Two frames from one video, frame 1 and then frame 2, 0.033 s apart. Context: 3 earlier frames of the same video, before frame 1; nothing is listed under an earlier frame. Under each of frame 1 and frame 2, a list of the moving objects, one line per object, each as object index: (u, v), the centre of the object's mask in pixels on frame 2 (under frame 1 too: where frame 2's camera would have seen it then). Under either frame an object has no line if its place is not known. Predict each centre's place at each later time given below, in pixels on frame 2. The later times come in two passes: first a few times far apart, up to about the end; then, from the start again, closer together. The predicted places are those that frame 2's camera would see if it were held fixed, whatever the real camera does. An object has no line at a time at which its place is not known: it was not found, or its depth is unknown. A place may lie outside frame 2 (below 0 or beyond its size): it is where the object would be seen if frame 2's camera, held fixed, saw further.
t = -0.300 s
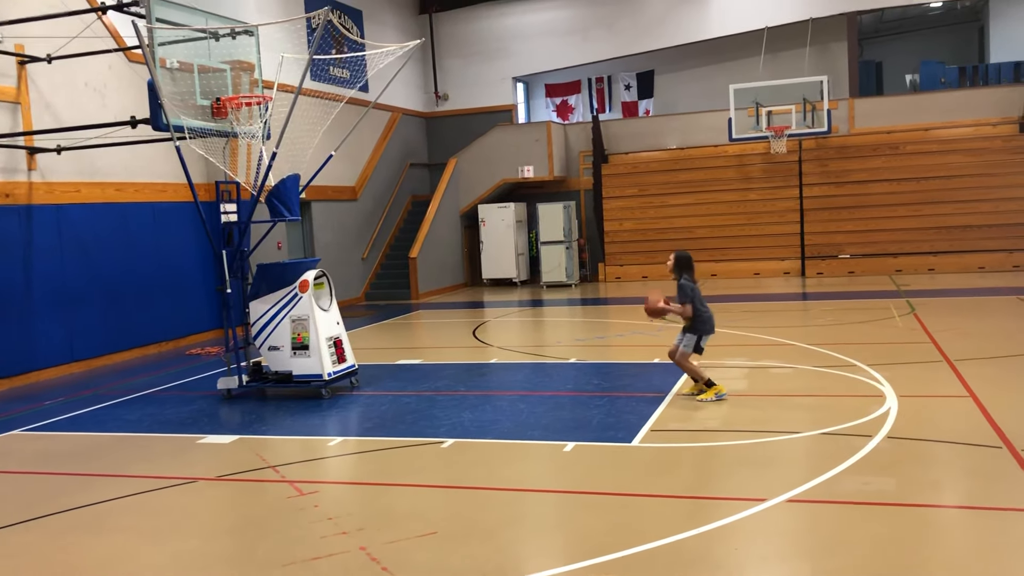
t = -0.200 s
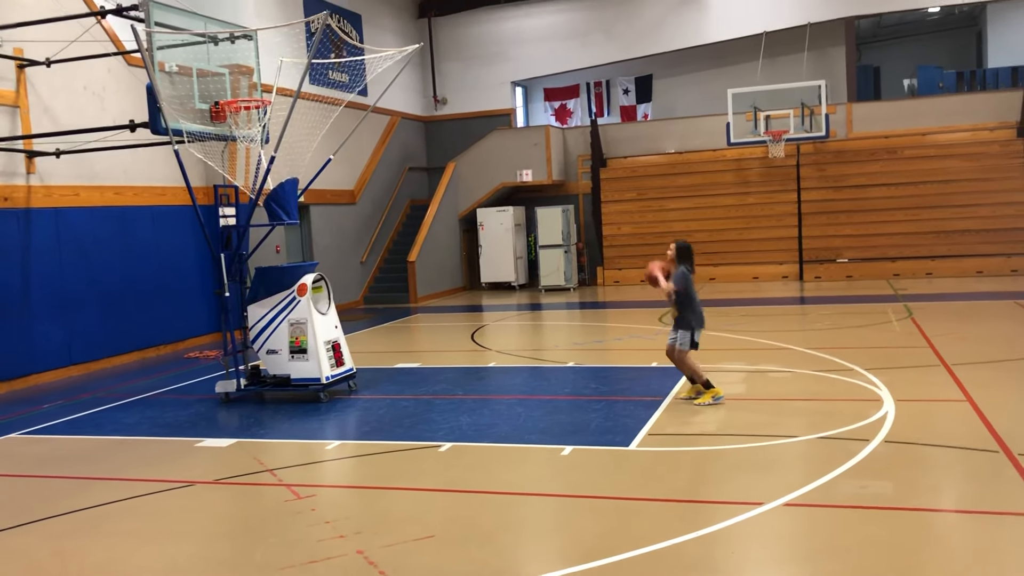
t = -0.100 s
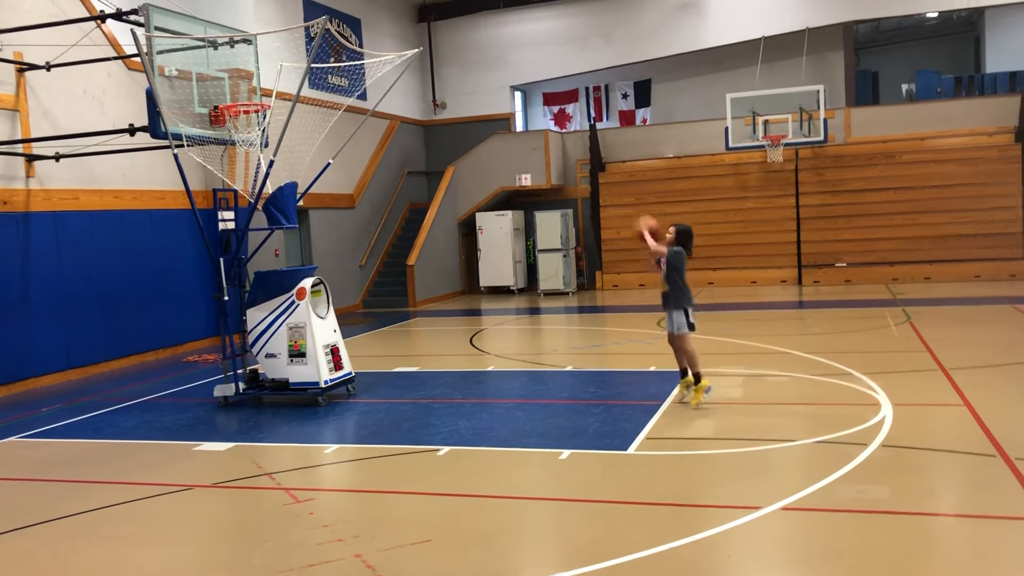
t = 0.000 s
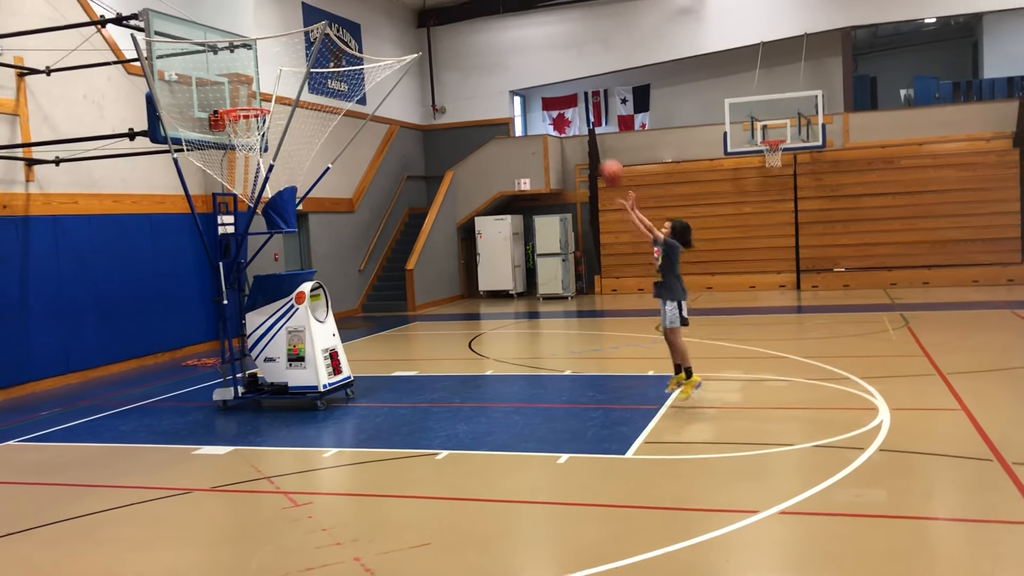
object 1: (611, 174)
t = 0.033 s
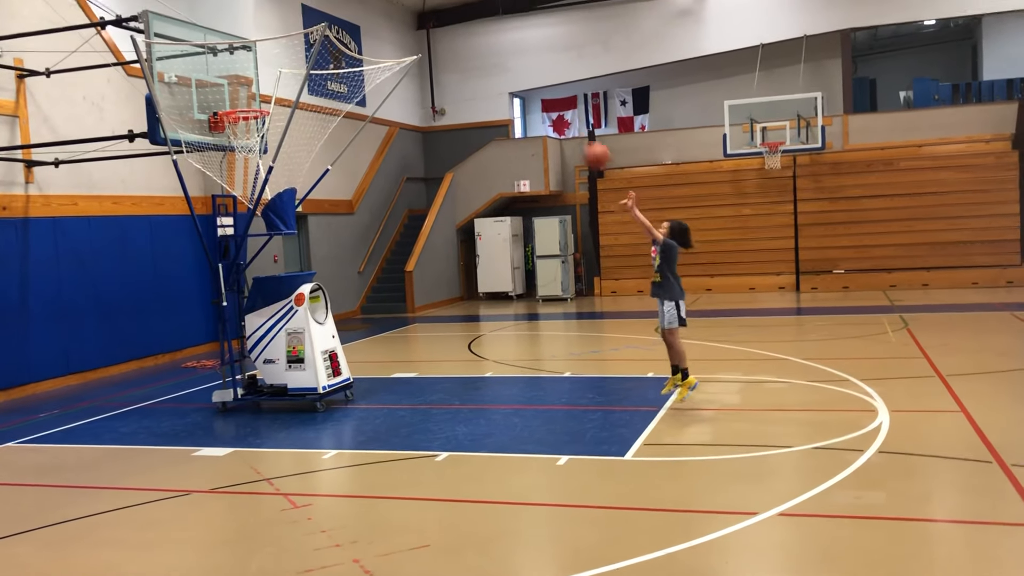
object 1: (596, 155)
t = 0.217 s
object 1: (514, 71)
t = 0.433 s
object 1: (425, 19)
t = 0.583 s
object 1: (370, 12)
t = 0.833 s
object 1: (276, 52)
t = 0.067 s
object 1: (582, 138)
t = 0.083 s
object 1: (574, 129)
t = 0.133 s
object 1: (551, 105)
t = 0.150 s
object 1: (545, 99)
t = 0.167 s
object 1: (536, 89)
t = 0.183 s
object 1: (529, 83)
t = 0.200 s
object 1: (522, 77)
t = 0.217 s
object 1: (514, 71)
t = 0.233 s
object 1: (507, 65)
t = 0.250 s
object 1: (500, 60)
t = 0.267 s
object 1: (493, 55)
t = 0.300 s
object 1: (479, 45)
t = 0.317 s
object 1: (472, 40)
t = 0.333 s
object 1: (465, 36)
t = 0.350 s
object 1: (458, 32)
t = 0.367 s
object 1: (451, 29)
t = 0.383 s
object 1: (444, 26)
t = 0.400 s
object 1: (438, 23)
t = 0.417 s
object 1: (431, 21)
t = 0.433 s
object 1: (425, 19)
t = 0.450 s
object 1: (419, 17)
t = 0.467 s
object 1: (413, 15)
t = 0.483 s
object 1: (407, 14)
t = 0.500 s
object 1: (401, 12)
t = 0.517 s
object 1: (395, 12)
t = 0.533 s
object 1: (389, 11)
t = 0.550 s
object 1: (382, 11)
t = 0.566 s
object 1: (376, 11)
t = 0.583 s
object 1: (370, 12)
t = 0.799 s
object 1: (288, 45)
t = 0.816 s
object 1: (281, 48)
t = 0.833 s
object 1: (276, 52)
